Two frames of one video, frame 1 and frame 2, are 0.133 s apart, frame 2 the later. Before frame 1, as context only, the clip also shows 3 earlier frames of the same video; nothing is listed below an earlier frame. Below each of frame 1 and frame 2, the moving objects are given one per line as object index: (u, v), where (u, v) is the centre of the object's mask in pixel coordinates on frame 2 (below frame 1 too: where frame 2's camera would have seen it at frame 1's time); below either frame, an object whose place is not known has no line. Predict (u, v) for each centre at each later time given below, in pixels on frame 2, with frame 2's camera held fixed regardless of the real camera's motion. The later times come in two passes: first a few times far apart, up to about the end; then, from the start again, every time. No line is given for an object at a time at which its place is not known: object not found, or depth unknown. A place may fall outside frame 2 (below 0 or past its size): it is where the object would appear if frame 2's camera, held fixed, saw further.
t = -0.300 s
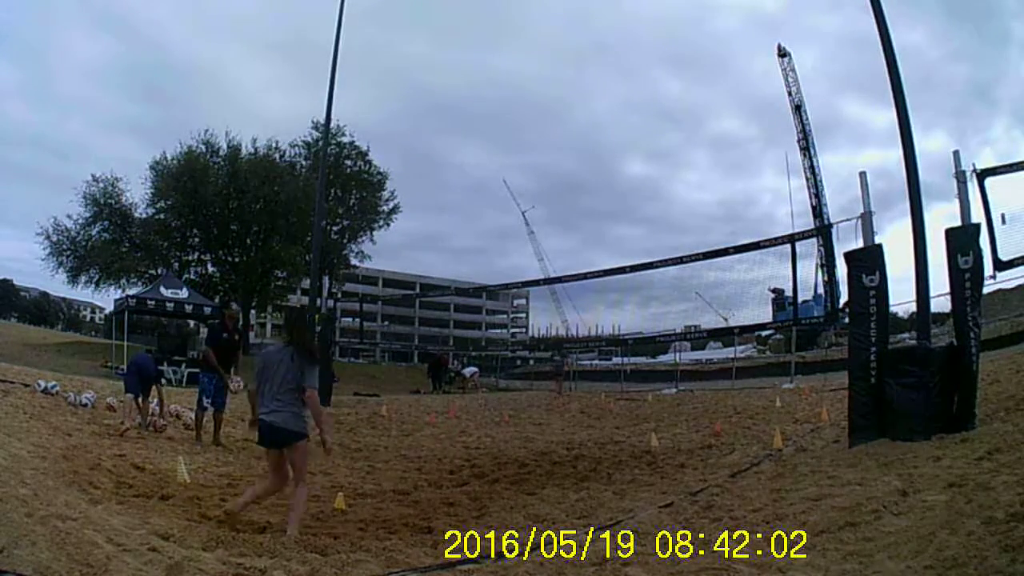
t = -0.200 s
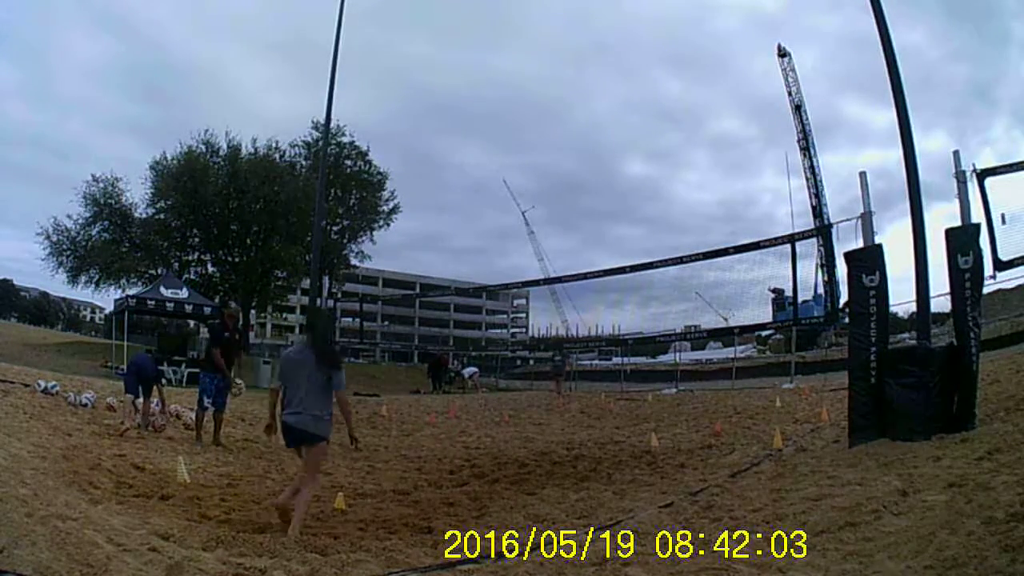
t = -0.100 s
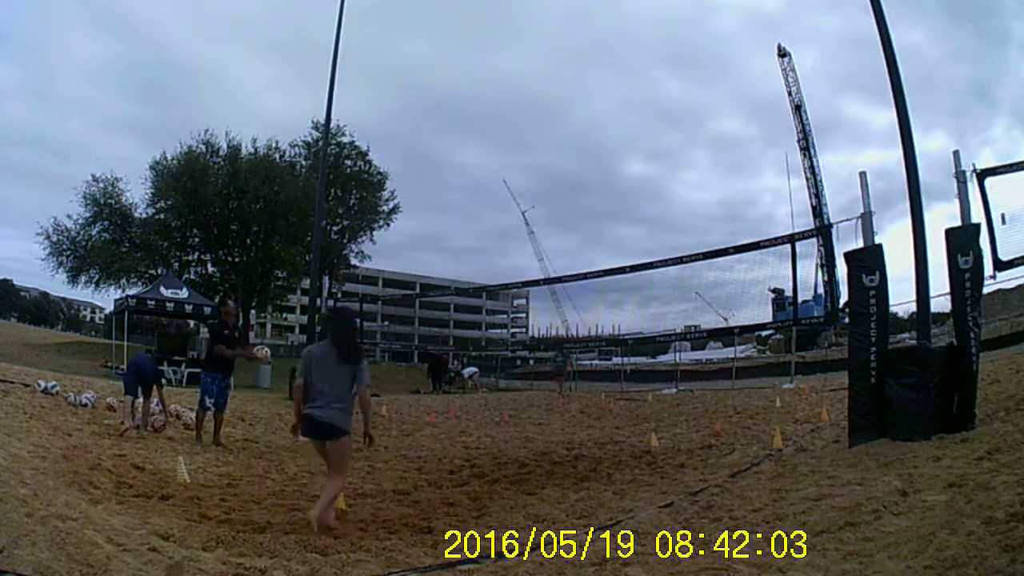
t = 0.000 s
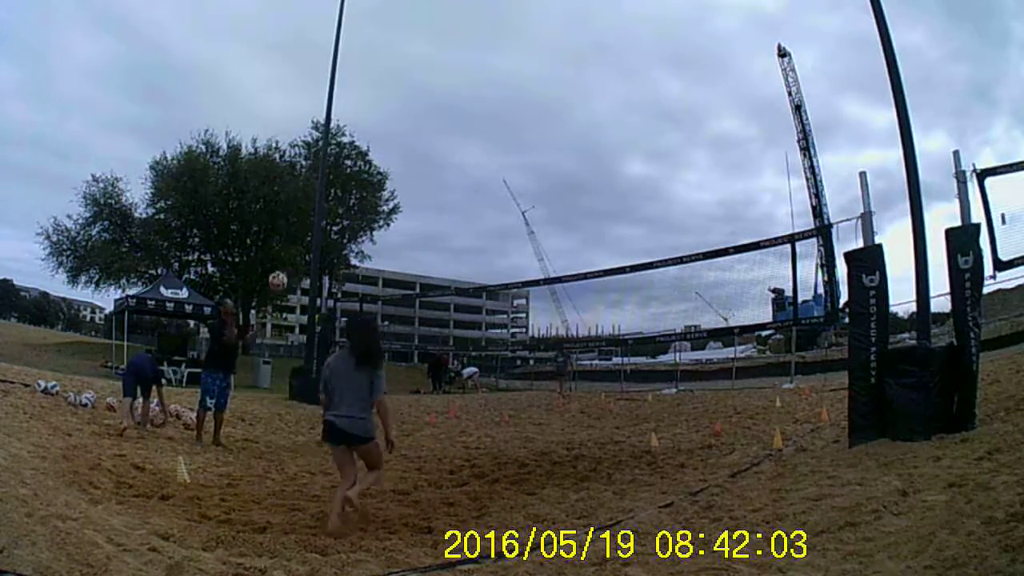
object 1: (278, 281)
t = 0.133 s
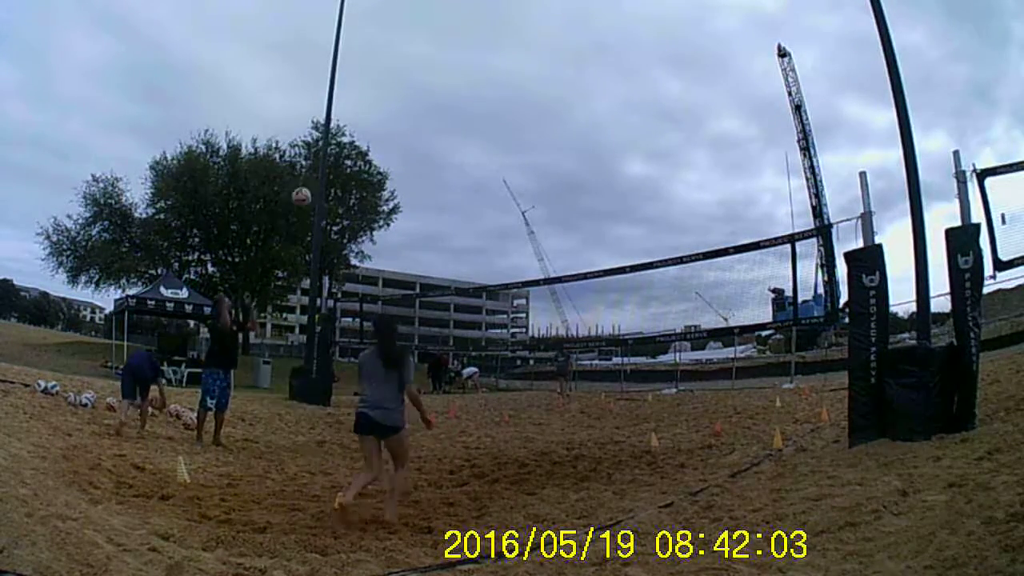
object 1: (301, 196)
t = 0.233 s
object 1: (318, 144)
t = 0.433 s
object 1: (349, 72)
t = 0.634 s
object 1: (375, 36)
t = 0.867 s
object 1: (403, 35)
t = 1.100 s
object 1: (429, 83)
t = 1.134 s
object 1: (433, 94)
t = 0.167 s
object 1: (307, 178)
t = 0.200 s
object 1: (312, 161)
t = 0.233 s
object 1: (318, 144)
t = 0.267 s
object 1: (324, 131)
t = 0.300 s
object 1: (329, 116)
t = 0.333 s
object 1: (335, 104)
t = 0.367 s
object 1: (339, 92)
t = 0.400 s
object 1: (344, 81)
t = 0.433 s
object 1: (349, 72)
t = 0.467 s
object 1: (354, 63)
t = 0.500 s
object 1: (359, 55)
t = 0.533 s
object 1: (363, 49)
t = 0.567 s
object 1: (367, 44)
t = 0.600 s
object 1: (371, 39)
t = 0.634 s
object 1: (375, 36)
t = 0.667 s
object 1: (380, 33)
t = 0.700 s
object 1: (384, 31)
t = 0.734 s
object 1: (388, 30)
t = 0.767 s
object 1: (391, 30)
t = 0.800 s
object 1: (395, 30)
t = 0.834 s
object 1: (399, 32)
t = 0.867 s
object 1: (403, 35)
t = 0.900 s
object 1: (407, 38)
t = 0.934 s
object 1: (411, 43)
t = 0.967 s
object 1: (414, 49)
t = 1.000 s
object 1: (418, 56)
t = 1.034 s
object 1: (422, 63)
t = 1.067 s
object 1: (426, 72)
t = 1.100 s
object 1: (429, 83)
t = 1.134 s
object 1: (433, 94)
